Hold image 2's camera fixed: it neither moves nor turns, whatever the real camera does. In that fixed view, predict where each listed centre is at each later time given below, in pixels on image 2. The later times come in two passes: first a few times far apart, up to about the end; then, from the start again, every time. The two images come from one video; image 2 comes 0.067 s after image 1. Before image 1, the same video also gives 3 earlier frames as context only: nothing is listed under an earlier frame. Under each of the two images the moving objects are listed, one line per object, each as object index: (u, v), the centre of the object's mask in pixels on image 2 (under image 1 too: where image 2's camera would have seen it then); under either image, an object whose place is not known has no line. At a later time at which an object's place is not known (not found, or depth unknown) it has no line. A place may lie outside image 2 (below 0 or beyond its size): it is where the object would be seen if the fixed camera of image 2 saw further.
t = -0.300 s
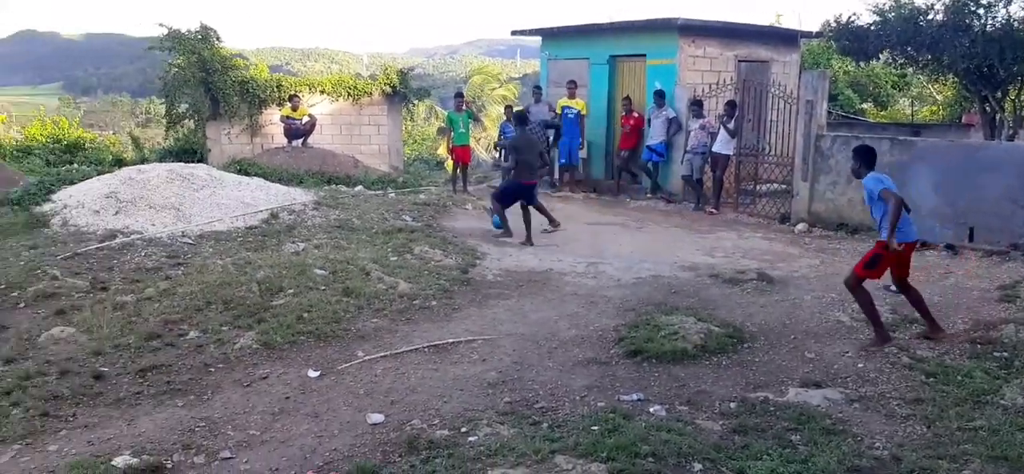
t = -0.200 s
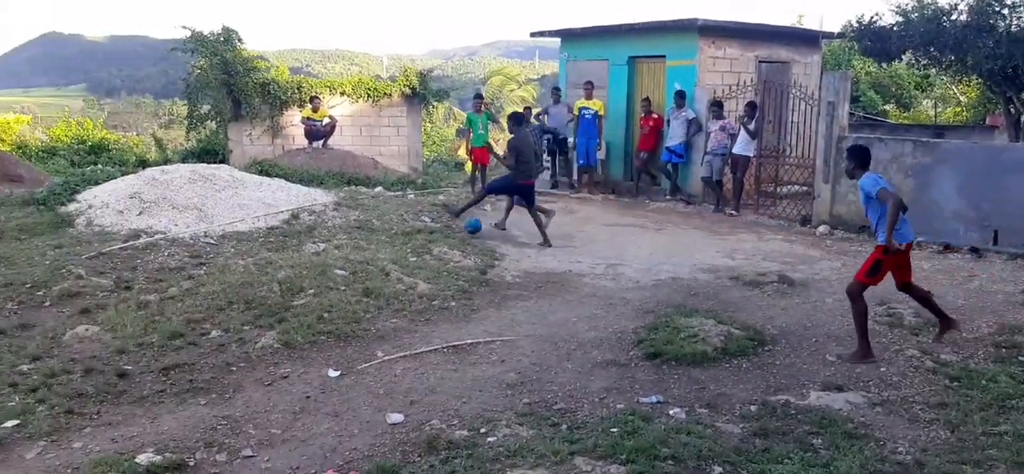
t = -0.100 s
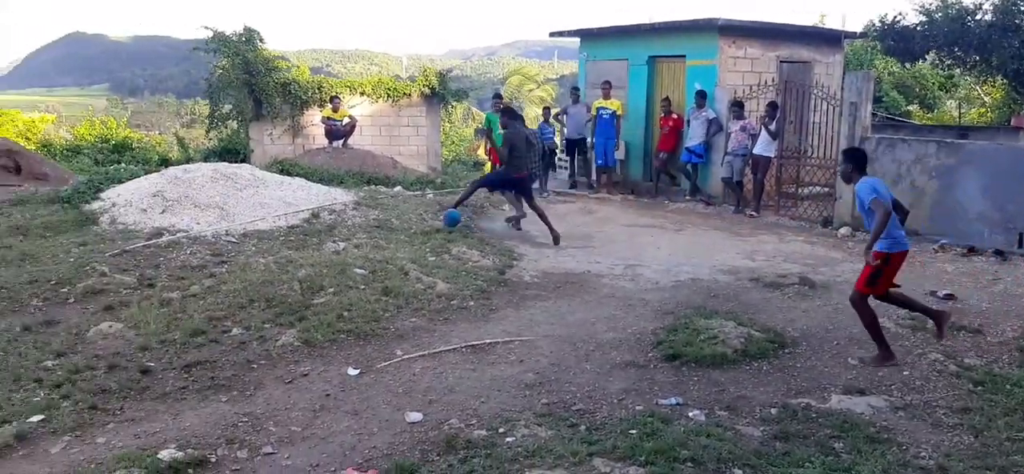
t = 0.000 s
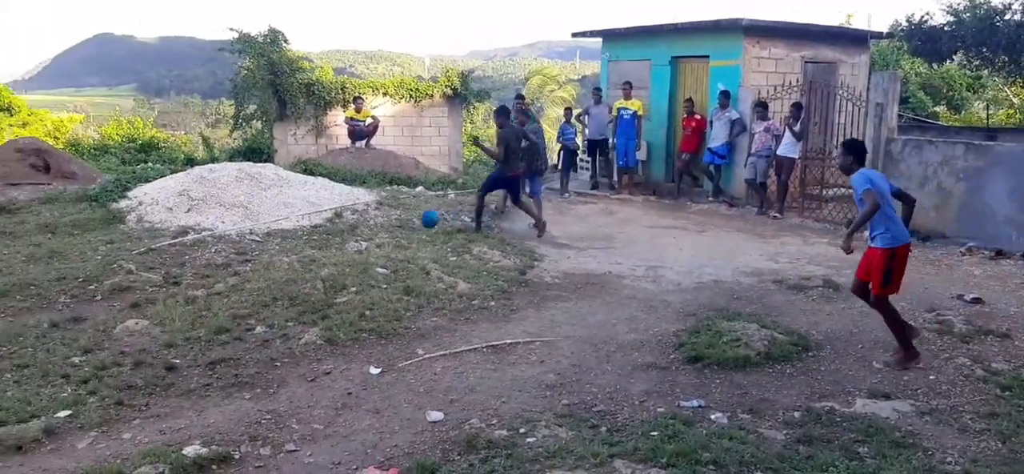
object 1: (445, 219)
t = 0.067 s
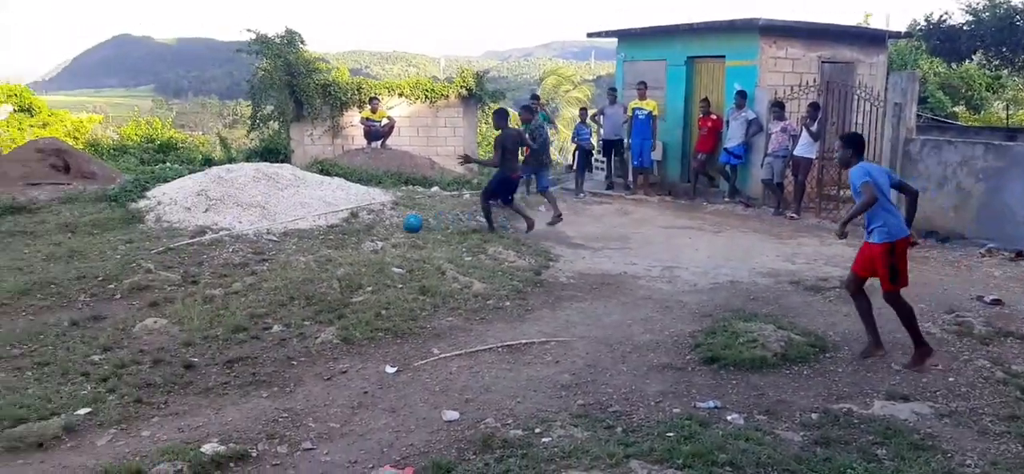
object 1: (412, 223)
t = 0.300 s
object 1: (292, 264)
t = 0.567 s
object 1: (158, 270)
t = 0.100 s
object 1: (397, 228)
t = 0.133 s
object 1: (379, 234)
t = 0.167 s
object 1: (363, 240)
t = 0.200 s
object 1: (343, 249)
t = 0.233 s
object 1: (325, 259)
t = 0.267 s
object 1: (307, 268)
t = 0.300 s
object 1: (292, 264)
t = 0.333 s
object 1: (277, 261)
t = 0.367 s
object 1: (261, 259)
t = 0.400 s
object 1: (245, 257)
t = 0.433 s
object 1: (229, 257)
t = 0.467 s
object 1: (212, 258)
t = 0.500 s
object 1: (194, 261)
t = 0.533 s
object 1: (176, 265)
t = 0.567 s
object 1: (158, 270)
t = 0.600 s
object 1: (140, 277)
